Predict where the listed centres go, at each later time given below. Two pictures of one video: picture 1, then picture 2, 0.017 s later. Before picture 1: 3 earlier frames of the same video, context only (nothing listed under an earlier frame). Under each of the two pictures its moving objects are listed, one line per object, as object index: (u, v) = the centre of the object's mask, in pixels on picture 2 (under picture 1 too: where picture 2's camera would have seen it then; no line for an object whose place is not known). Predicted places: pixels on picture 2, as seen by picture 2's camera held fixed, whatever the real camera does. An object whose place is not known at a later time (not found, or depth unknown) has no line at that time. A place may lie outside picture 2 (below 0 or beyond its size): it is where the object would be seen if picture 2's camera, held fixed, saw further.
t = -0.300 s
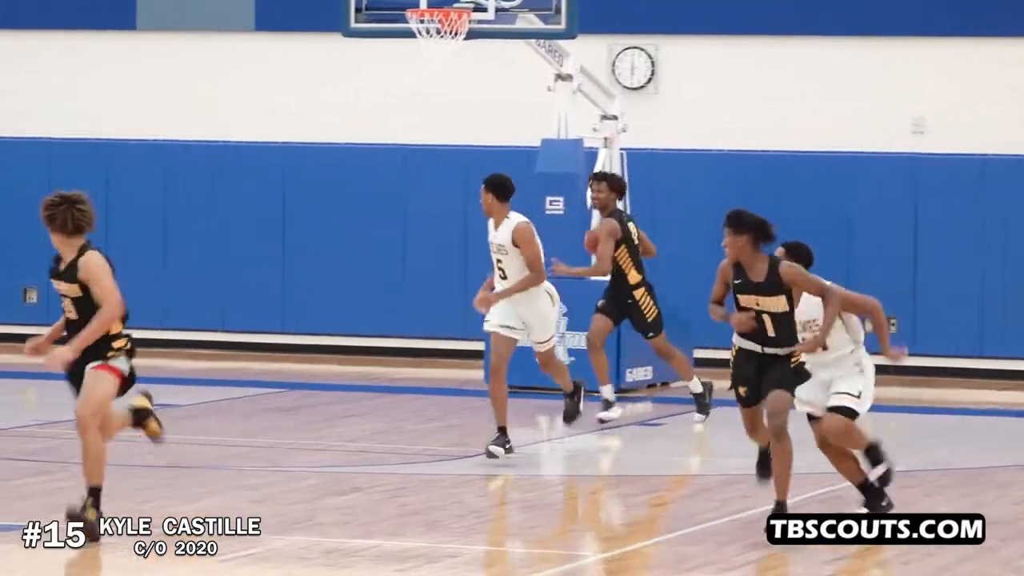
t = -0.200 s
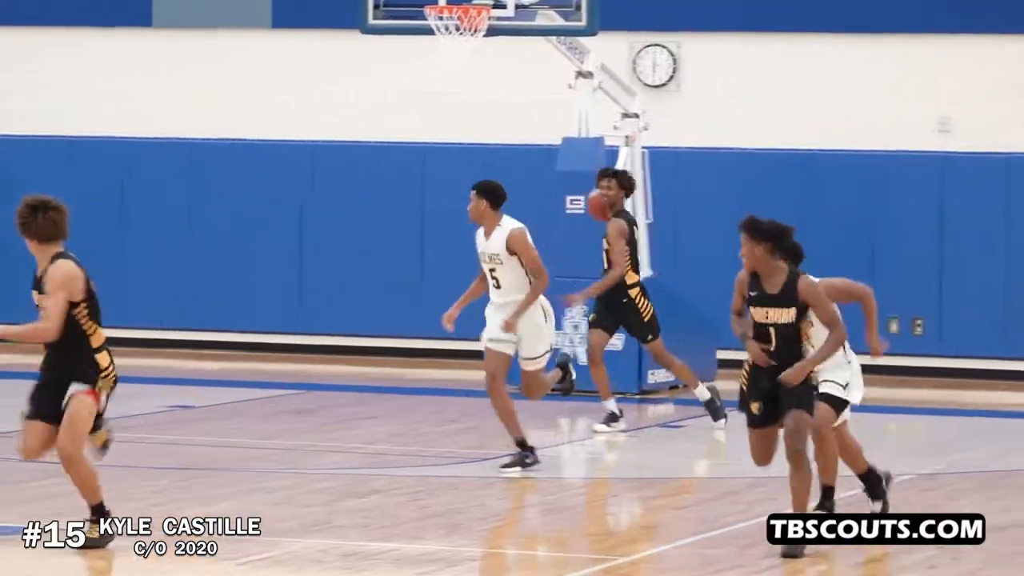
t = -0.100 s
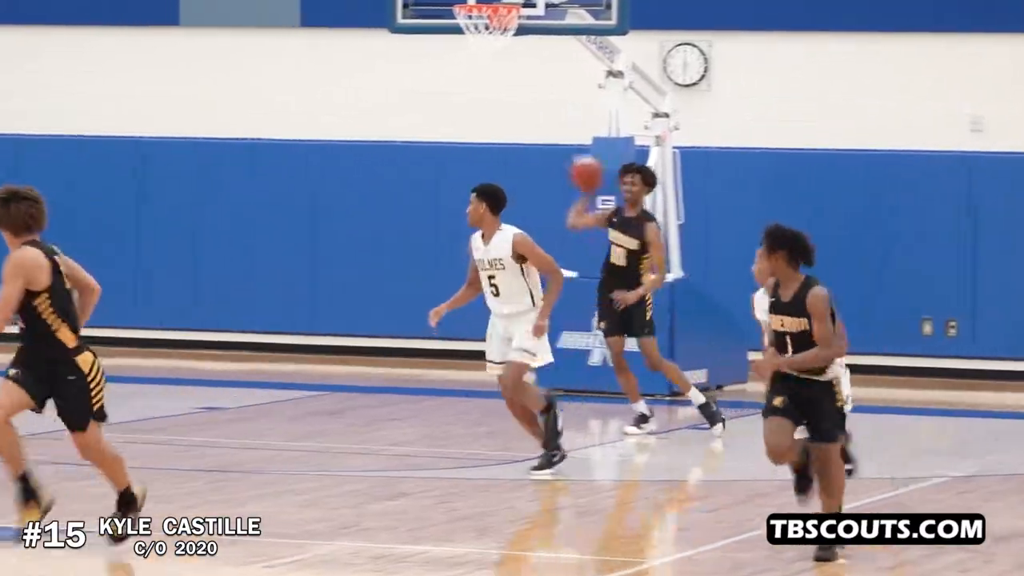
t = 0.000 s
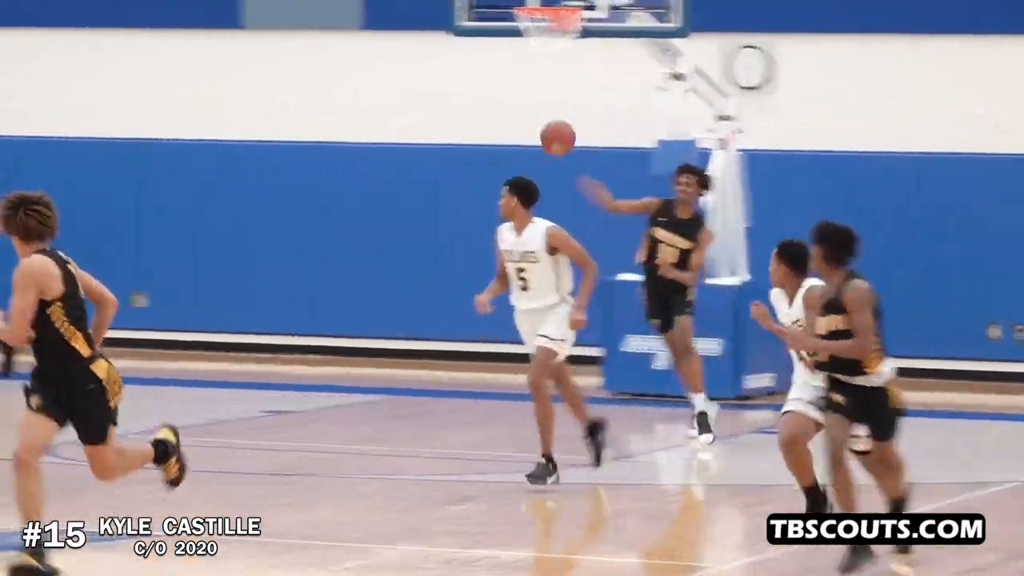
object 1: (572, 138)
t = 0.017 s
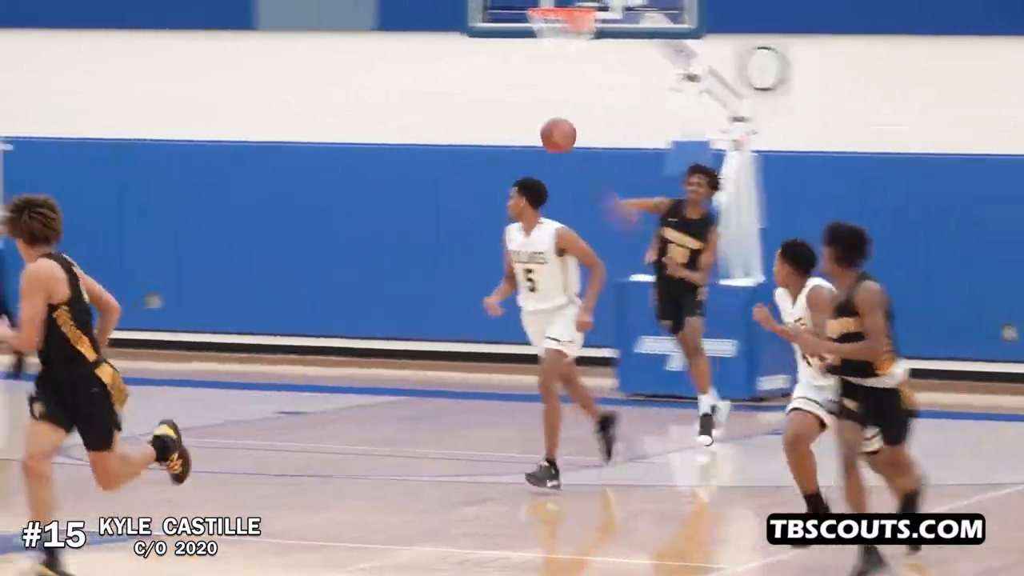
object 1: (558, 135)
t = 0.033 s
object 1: (544, 132)
